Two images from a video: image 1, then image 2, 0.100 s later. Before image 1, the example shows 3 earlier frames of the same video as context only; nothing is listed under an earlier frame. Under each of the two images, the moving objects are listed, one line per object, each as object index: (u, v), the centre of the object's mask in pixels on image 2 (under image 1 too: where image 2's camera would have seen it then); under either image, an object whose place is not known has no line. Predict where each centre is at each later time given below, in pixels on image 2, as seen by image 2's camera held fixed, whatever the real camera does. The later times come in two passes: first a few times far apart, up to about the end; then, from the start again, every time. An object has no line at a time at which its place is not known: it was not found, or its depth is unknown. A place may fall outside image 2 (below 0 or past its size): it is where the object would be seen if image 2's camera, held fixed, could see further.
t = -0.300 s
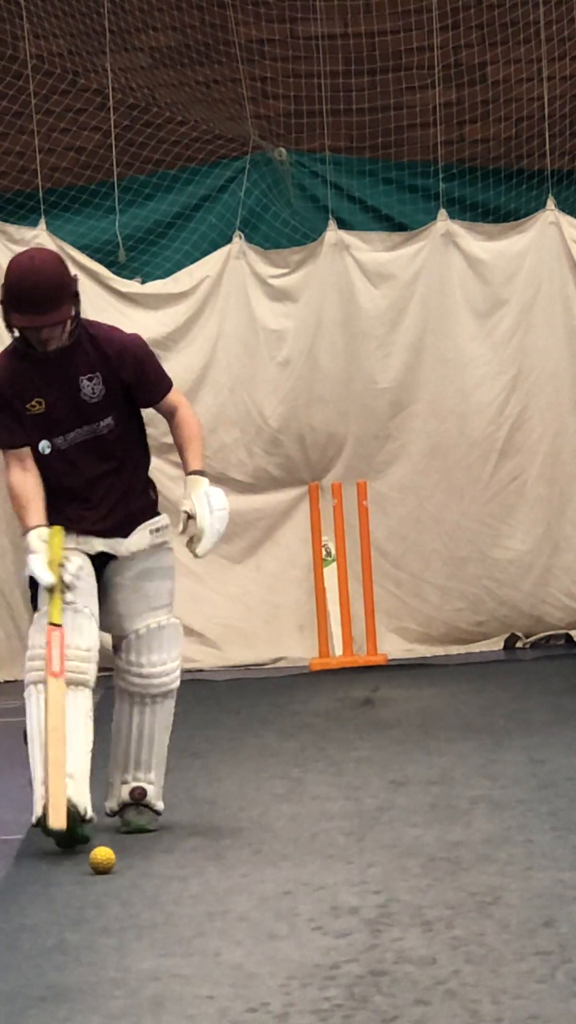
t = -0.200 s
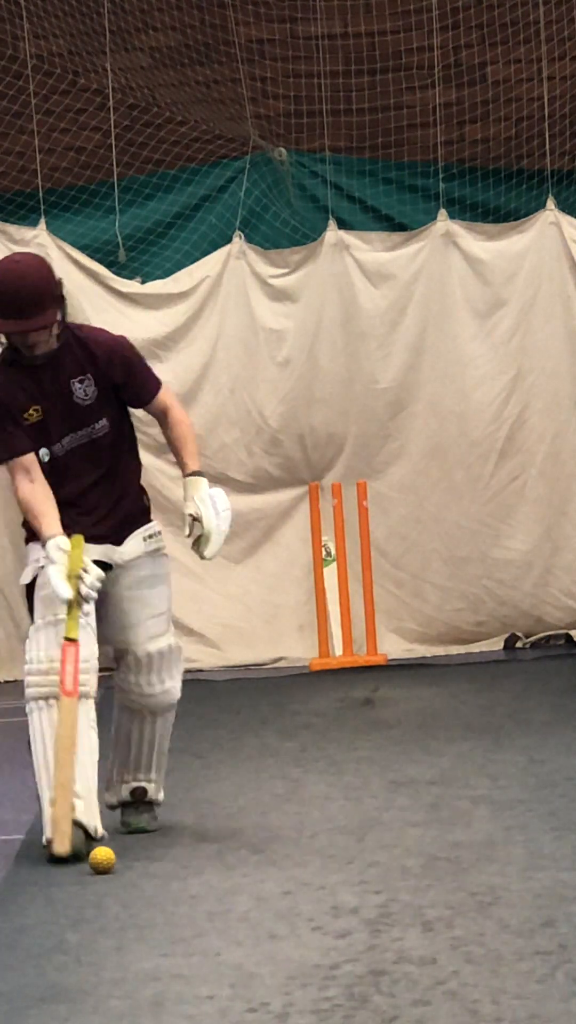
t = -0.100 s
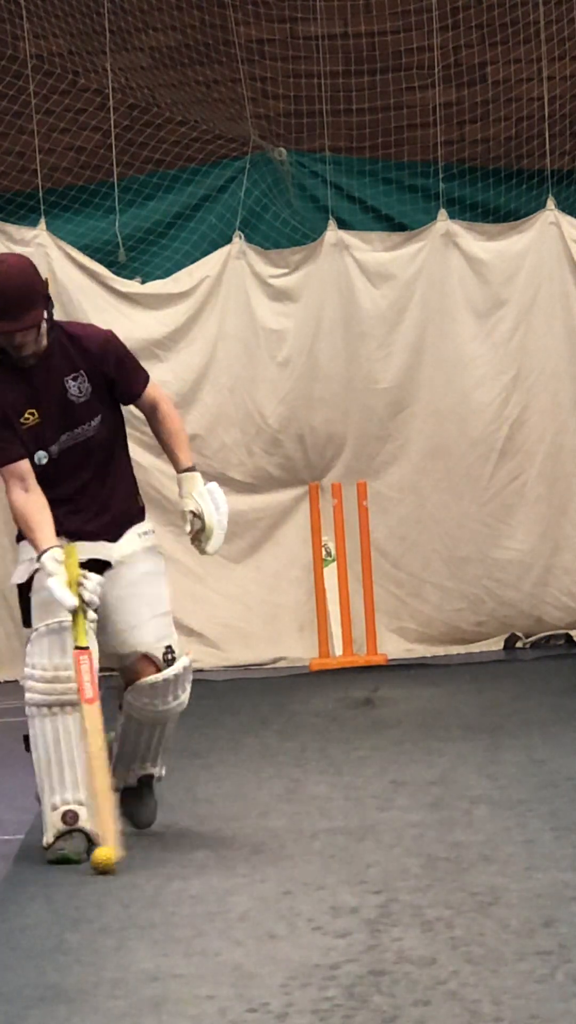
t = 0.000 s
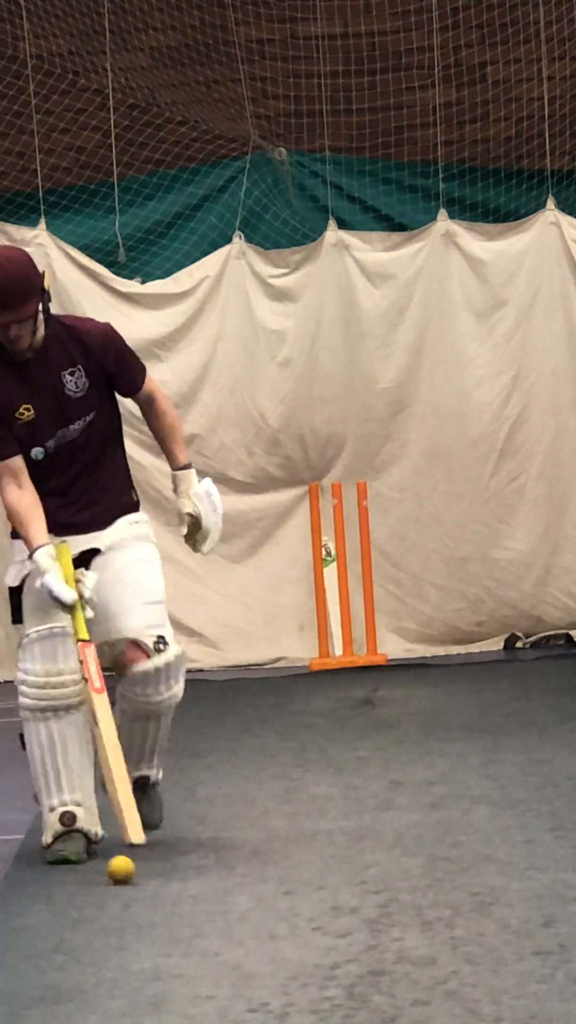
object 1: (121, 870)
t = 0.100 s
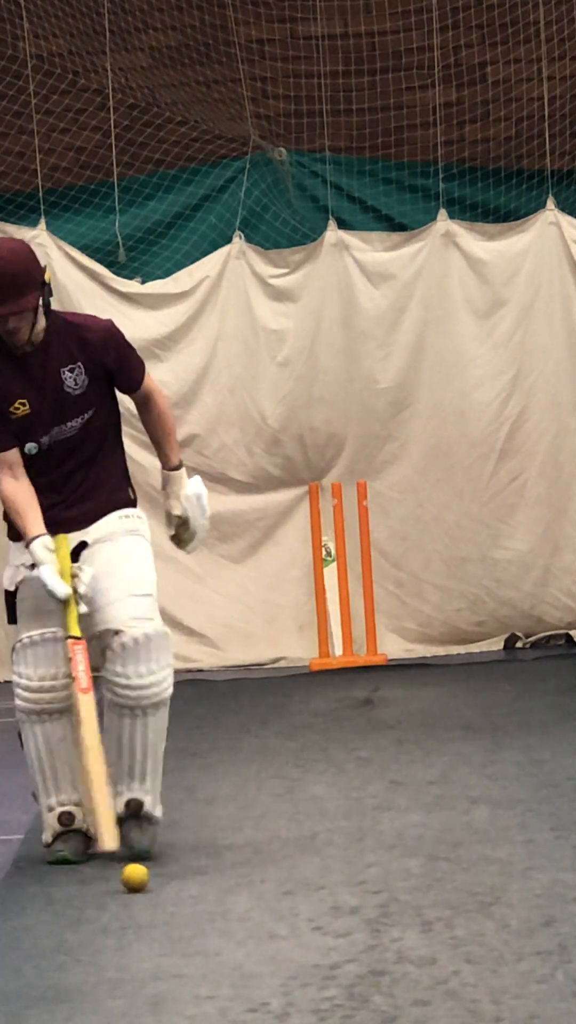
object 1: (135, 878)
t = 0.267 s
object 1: (160, 890)
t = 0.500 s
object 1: (202, 908)
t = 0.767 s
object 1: (253, 929)
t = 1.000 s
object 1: (302, 948)
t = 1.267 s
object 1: (360, 968)
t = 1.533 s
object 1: (420, 989)
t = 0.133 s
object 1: (140, 880)
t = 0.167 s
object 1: (145, 883)
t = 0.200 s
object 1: (150, 885)
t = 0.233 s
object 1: (155, 887)
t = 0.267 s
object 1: (160, 890)
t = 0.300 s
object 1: (166, 893)
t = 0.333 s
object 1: (172, 895)
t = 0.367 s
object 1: (178, 898)
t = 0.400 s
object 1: (184, 900)
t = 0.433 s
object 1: (189, 903)
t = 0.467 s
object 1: (195, 905)
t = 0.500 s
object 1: (202, 908)
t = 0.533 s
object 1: (208, 911)
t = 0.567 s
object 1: (214, 914)
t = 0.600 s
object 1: (220, 916)
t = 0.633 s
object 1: (227, 919)
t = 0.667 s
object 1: (234, 922)
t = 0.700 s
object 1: (240, 925)
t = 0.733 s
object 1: (246, 927)
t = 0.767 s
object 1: (253, 929)
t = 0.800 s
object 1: (260, 932)
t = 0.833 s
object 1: (267, 935)
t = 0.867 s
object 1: (274, 938)
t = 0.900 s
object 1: (281, 939)
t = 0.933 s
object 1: (288, 943)
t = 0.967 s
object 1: (295, 945)
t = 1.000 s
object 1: (302, 948)
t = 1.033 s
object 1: (310, 949)
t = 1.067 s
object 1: (316, 952)
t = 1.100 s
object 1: (323, 955)
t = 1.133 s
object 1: (330, 958)
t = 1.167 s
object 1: (337, 960)
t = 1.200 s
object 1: (345, 963)
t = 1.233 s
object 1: (352, 966)
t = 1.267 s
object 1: (360, 968)
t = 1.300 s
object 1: (368, 971)
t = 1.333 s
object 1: (375, 972)
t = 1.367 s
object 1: (382, 974)
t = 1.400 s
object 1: (390, 979)
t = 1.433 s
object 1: (397, 981)
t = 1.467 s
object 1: (404, 984)
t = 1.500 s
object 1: (413, 986)
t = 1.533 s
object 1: (420, 989)
